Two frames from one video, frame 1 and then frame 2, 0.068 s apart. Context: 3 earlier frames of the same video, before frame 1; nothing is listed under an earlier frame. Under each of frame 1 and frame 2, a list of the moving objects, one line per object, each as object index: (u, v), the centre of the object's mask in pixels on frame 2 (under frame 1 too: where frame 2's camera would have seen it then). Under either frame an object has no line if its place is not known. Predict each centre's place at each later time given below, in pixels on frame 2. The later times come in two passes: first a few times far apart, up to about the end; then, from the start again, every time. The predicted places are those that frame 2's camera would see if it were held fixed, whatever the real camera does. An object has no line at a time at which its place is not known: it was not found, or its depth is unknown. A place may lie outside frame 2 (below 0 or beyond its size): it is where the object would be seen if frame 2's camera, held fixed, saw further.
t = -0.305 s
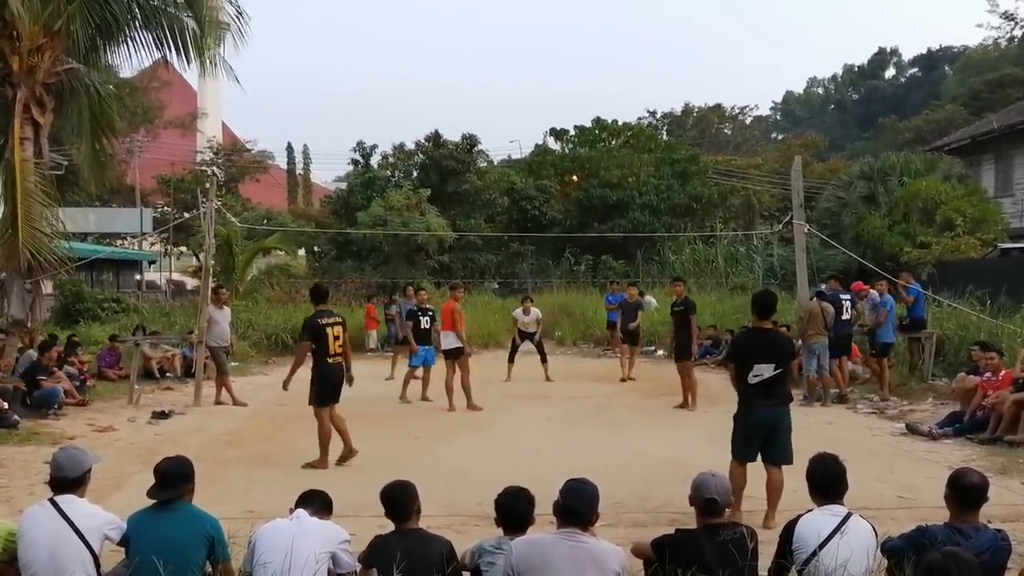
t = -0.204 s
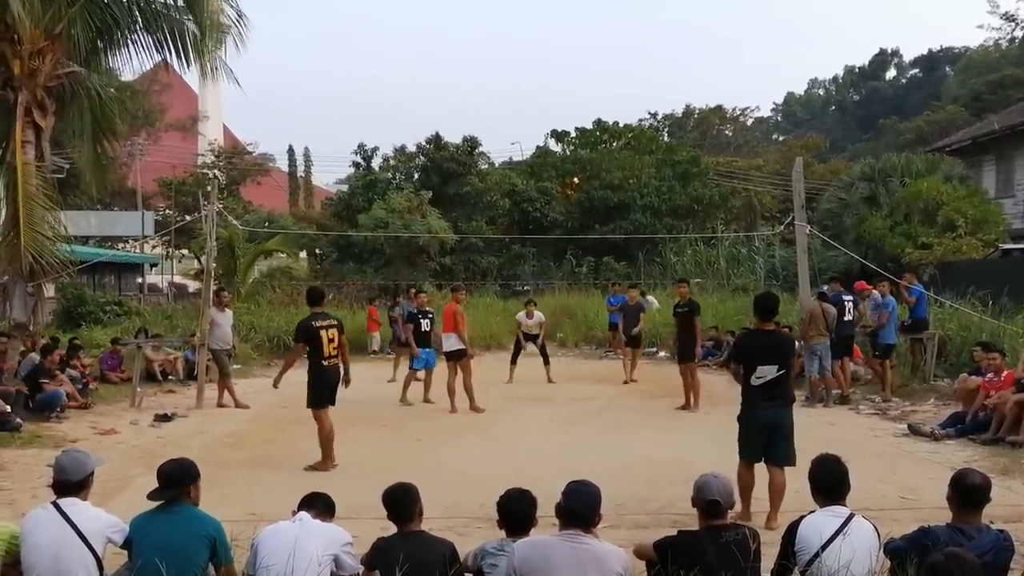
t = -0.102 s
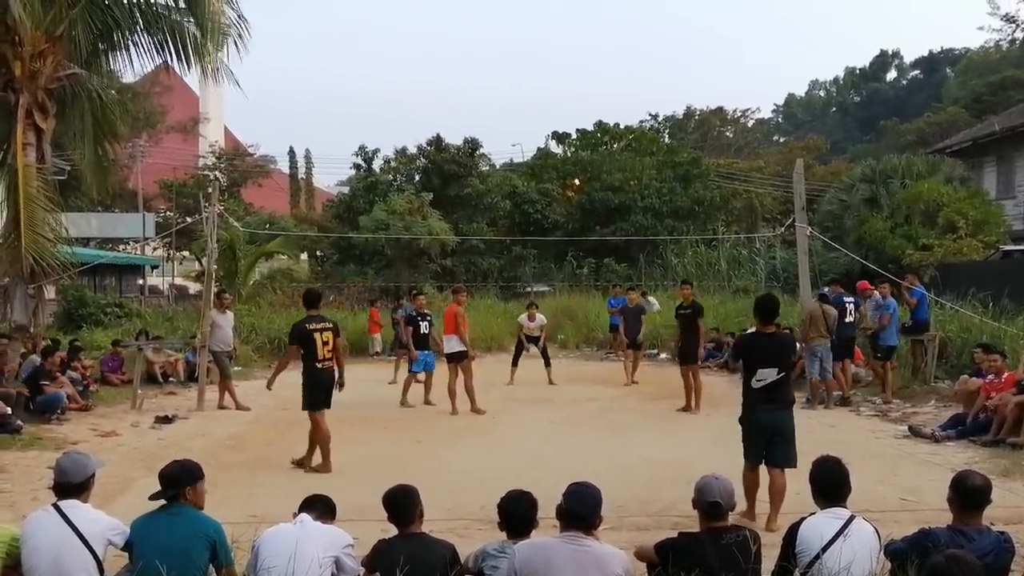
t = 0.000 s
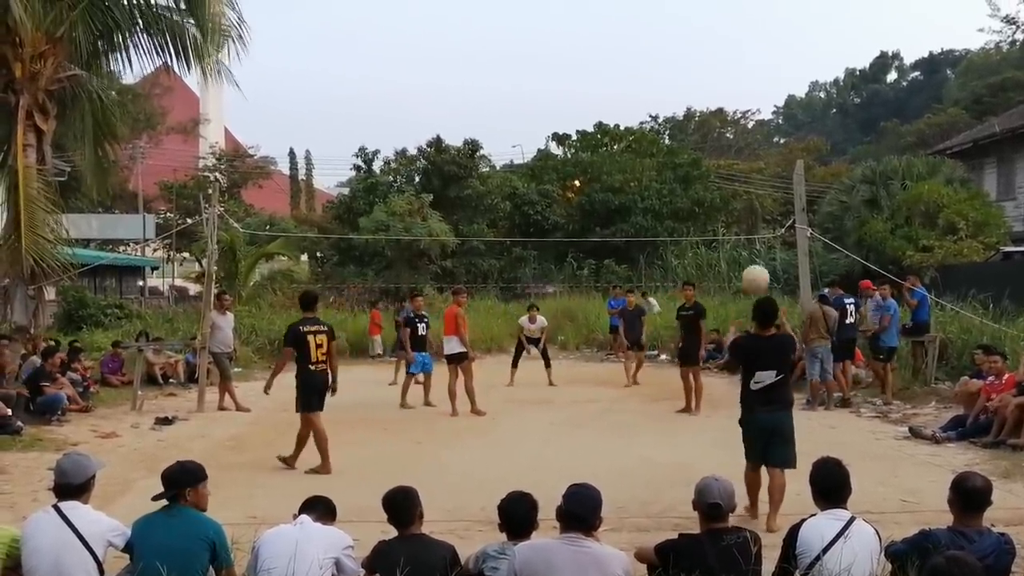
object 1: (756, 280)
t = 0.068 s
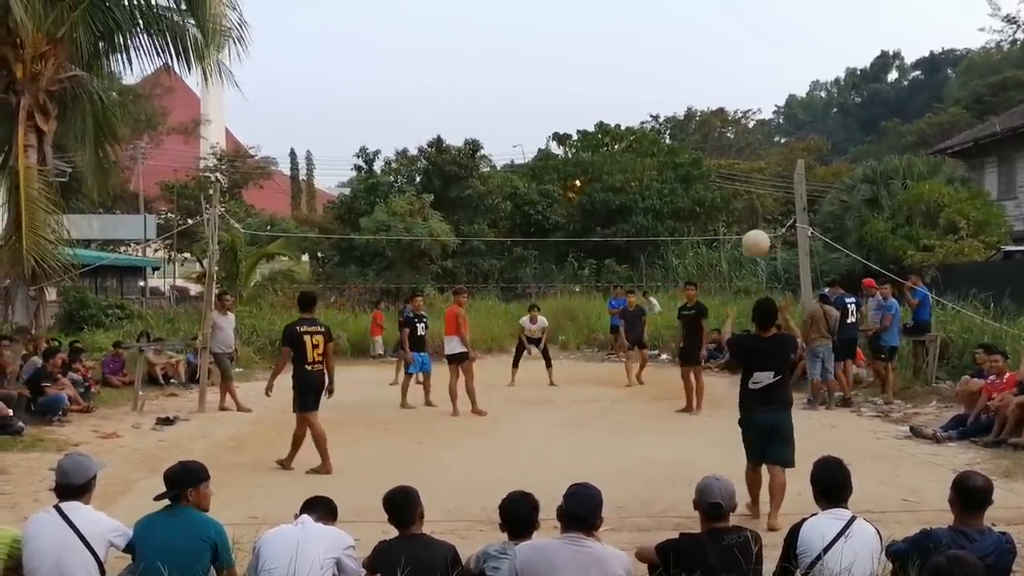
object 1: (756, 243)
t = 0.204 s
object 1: (755, 191)
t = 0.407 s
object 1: (755, 158)
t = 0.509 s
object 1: (756, 161)
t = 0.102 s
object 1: (755, 228)
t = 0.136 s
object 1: (755, 215)
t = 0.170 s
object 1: (755, 202)
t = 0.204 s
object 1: (755, 191)
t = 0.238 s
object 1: (755, 181)
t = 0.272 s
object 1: (755, 174)
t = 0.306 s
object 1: (755, 168)
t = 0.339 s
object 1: (755, 163)
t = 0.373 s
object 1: (755, 161)
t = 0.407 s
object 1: (755, 158)
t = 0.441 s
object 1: (754, 158)
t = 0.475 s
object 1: (755, 158)
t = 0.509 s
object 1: (756, 161)
